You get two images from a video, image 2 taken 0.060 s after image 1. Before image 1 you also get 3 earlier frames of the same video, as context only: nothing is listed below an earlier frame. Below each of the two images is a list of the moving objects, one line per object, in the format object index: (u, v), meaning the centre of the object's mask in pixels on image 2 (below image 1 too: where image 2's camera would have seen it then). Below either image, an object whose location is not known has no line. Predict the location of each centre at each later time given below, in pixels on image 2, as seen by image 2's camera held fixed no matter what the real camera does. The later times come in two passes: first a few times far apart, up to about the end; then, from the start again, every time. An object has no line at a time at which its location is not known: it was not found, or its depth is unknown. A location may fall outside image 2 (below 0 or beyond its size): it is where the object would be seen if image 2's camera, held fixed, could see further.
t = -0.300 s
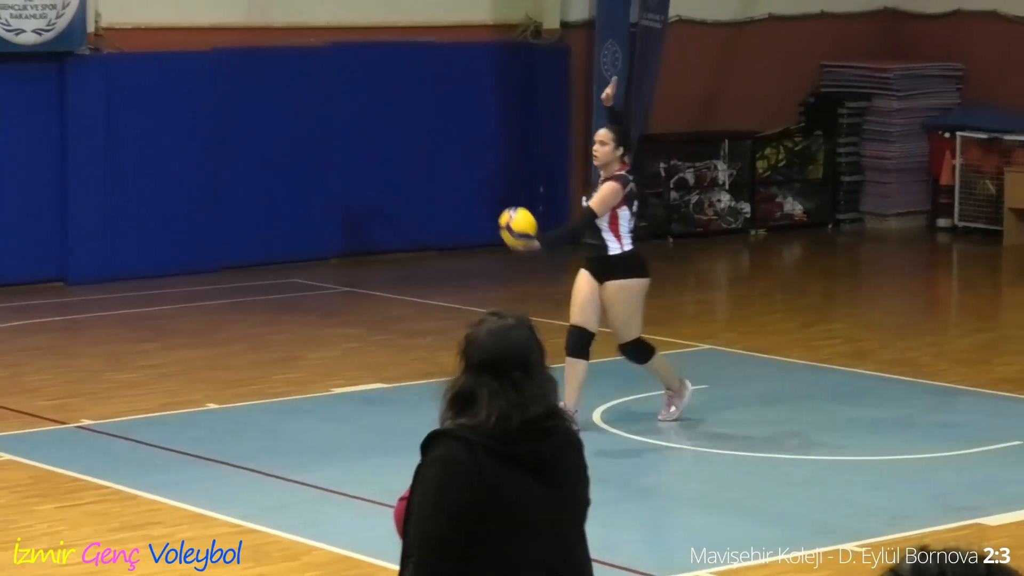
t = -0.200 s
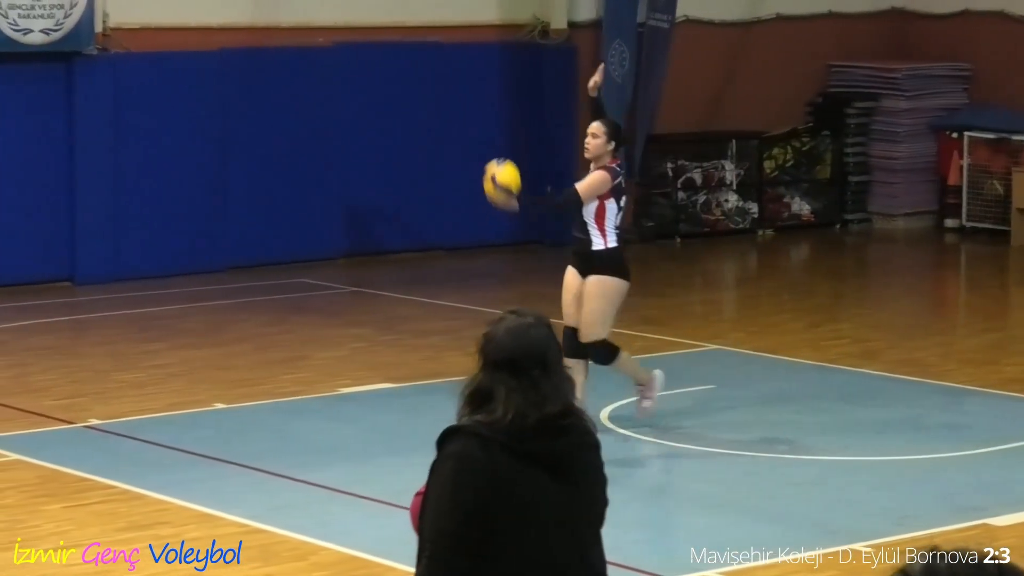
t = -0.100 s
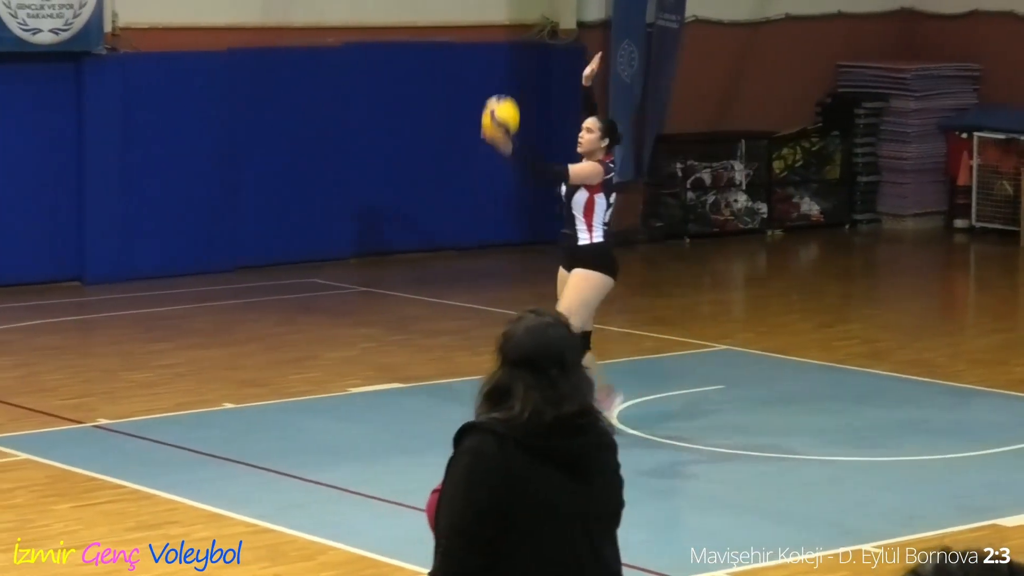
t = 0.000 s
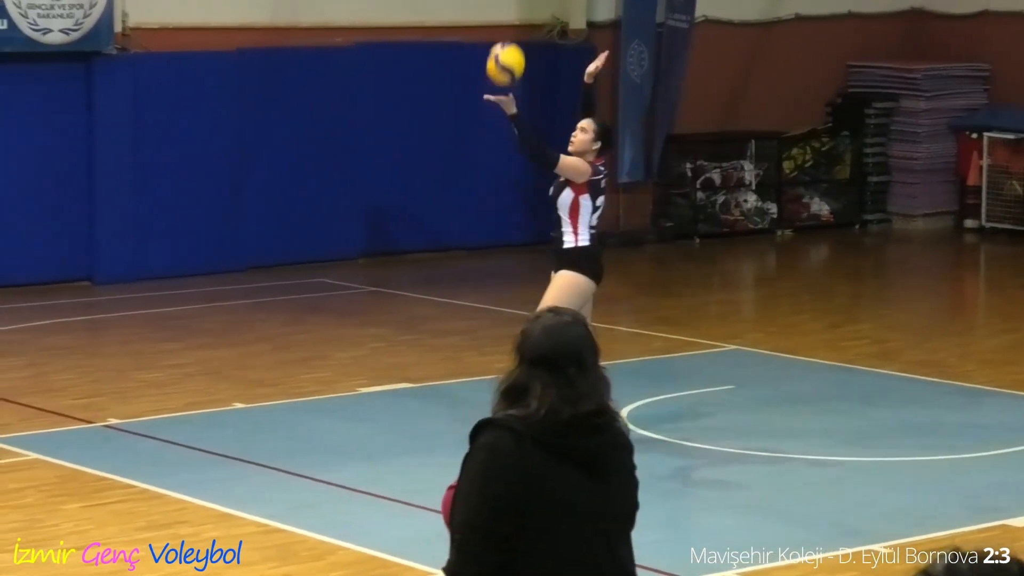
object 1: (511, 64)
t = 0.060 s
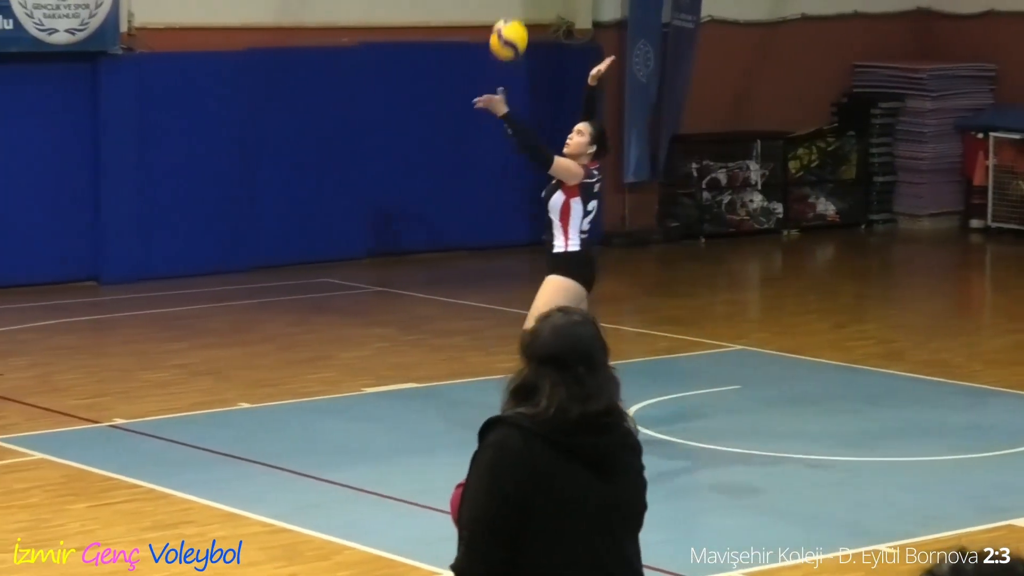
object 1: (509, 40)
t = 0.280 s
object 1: (500, 10)
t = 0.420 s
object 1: (493, 26)
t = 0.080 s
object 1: (508, 32)
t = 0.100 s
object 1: (507, 26)
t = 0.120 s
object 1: (506, 20)
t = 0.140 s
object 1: (506, 17)
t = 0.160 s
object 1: (505, 15)
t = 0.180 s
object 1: (504, 13)
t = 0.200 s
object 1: (504, 11)
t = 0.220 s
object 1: (503, 10)
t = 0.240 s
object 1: (502, 10)
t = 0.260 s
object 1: (501, 10)
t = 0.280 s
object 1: (500, 10)
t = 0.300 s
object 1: (499, 10)
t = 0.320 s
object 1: (498, 11)
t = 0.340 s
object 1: (497, 13)
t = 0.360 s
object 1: (497, 14)
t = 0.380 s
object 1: (496, 17)
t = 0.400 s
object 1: (494, 20)
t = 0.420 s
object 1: (493, 26)
